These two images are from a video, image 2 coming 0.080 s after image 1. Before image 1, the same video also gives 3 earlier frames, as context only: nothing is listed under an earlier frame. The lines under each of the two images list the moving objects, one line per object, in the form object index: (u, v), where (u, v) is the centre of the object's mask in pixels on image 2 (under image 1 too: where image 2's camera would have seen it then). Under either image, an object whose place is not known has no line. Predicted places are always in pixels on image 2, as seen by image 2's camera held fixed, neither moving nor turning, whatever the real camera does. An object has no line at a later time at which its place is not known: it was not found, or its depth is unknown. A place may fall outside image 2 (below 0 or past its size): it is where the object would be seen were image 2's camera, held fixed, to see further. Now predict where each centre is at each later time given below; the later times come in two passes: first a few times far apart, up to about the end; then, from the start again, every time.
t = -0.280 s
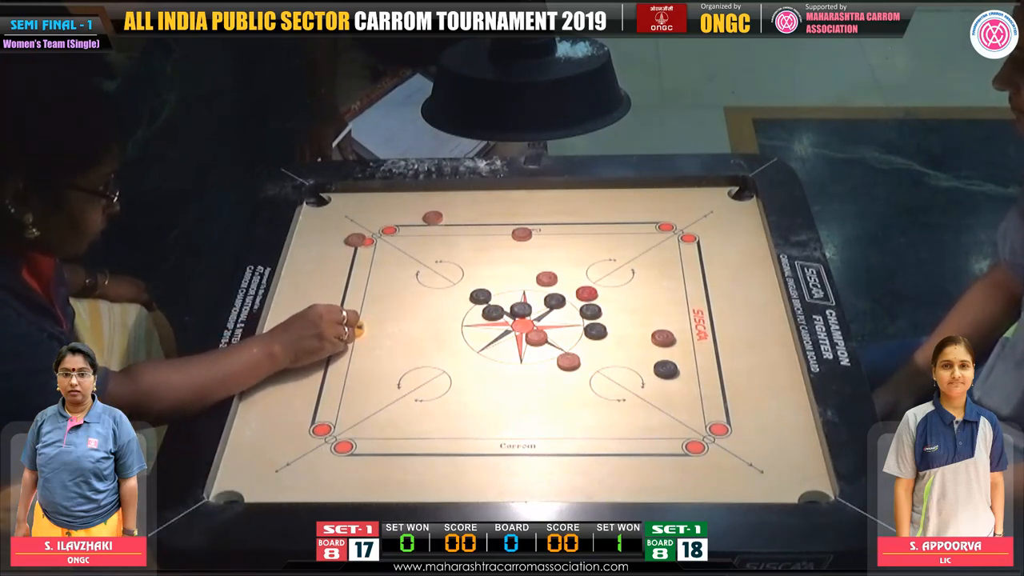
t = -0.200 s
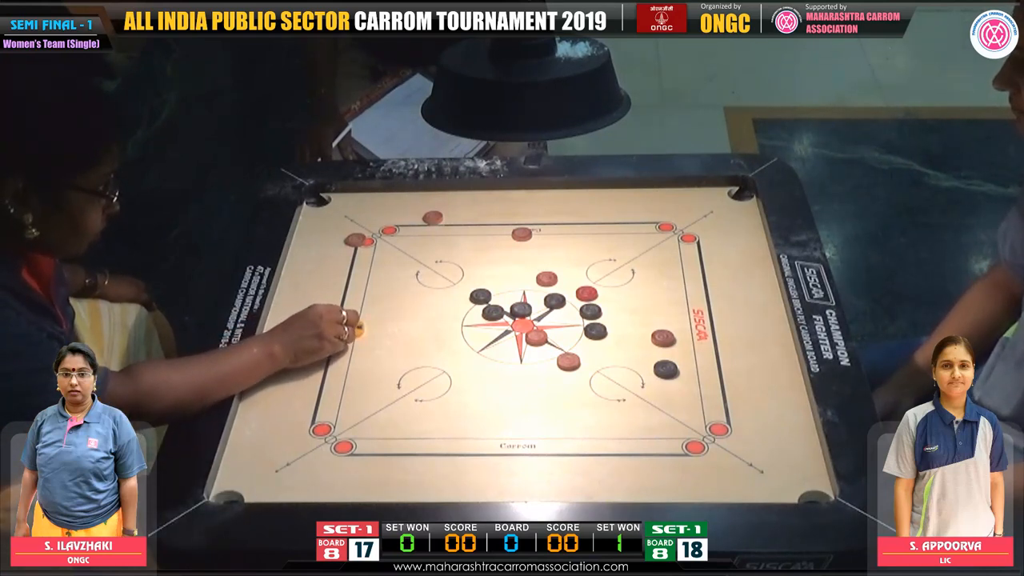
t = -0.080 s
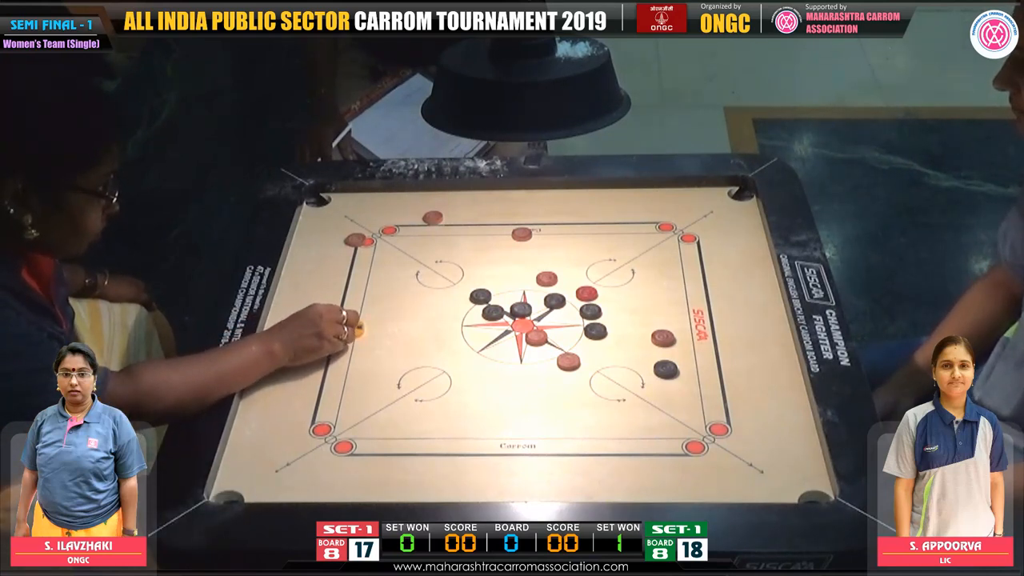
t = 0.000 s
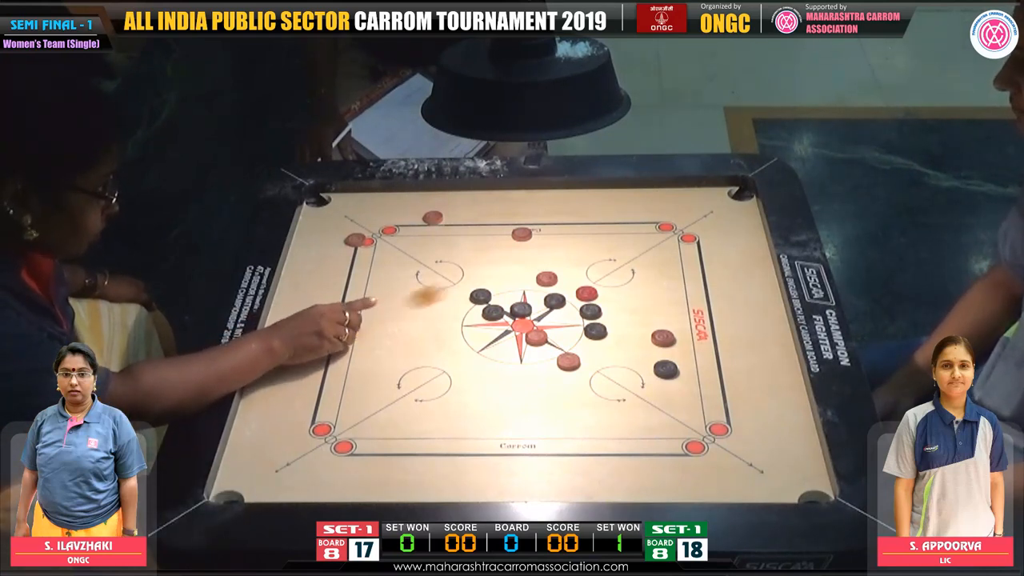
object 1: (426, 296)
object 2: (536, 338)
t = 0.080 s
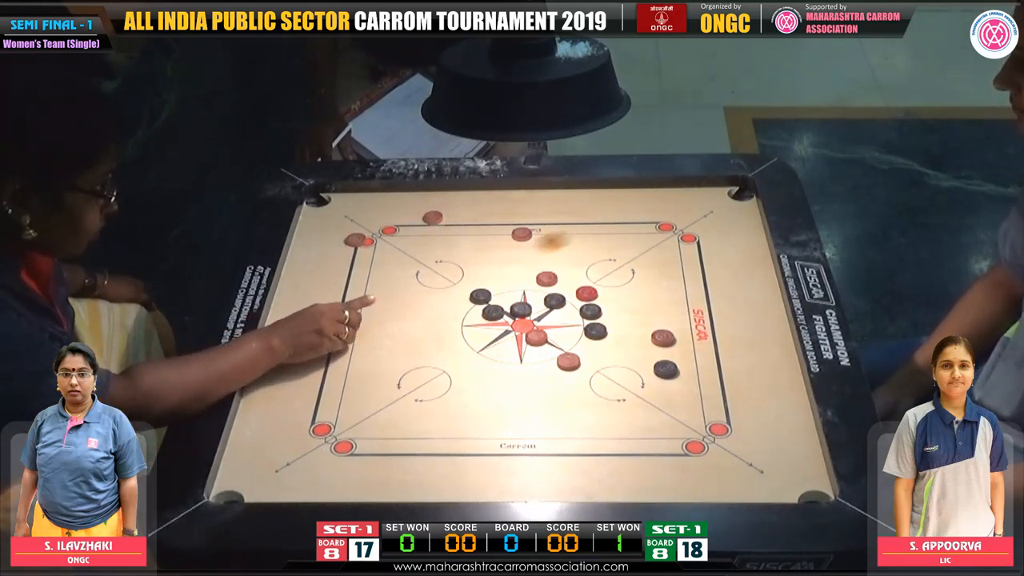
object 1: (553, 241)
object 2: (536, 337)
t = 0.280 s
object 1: (698, 248)
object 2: (536, 338)
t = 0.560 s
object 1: (515, 313)
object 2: (513, 358)
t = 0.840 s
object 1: (418, 336)
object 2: (472, 390)
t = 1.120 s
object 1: (363, 346)
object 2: (498, 411)
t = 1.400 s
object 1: (343, 349)
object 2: (498, 411)
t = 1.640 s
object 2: (498, 411)
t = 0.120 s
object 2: (536, 338)
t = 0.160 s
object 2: (536, 338)
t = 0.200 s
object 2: (536, 338)
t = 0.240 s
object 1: (737, 231)
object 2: (536, 338)
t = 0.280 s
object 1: (698, 248)
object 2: (536, 338)
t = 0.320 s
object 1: (656, 265)
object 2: (536, 338)
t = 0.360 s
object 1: (614, 283)
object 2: (536, 338)
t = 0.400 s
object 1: (590, 292)
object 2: (536, 338)
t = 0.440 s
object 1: (569, 298)
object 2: (536, 338)
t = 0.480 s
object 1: (551, 304)
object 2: (535, 338)
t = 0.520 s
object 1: (532, 308)
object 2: (523, 349)
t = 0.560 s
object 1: (515, 313)
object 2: (513, 358)
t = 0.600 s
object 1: (500, 317)
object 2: (504, 366)
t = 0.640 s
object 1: (483, 322)
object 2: (495, 372)
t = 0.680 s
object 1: (469, 325)
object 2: (488, 378)
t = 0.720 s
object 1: (455, 329)
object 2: (482, 383)
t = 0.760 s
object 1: (441, 331)
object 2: (477, 386)
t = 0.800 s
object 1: (430, 334)
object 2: (474, 389)
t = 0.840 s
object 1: (418, 336)
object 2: (472, 390)
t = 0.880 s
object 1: (408, 338)
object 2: (472, 390)
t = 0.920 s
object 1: (398, 340)
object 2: (477, 394)
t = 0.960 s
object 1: (389, 341)
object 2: (484, 400)
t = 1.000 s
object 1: (381, 343)
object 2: (489, 404)
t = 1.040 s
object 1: (374, 344)
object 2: (494, 408)
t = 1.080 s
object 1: (368, 345)
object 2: (497, 410)
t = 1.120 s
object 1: (363, 346)
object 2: (498, 411)
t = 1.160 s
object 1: (357, 347)
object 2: (498, 411)
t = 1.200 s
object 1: (354, 348)
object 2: (498, 411)
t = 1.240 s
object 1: (350, 348)
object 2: (498, 411)
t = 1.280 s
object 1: (348, 349)
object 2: (498, 411)
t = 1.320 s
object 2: (498, 411)
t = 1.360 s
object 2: (498, 411)
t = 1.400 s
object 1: (343, 349)
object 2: (498, 411)
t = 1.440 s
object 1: (343, 349)
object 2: (498, 411)
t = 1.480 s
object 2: (498, 411)
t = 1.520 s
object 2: (498, 411)
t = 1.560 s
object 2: (498, 411)
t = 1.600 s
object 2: (498, 411)
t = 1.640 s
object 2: (498, 411)
